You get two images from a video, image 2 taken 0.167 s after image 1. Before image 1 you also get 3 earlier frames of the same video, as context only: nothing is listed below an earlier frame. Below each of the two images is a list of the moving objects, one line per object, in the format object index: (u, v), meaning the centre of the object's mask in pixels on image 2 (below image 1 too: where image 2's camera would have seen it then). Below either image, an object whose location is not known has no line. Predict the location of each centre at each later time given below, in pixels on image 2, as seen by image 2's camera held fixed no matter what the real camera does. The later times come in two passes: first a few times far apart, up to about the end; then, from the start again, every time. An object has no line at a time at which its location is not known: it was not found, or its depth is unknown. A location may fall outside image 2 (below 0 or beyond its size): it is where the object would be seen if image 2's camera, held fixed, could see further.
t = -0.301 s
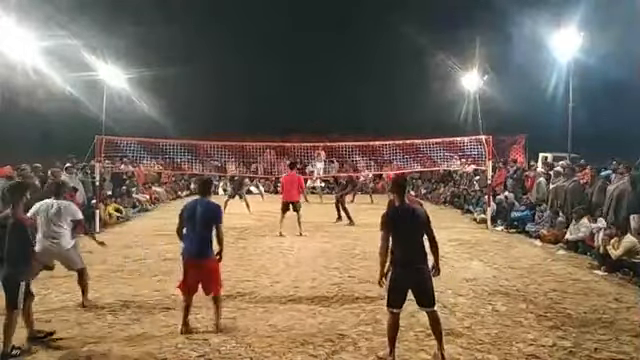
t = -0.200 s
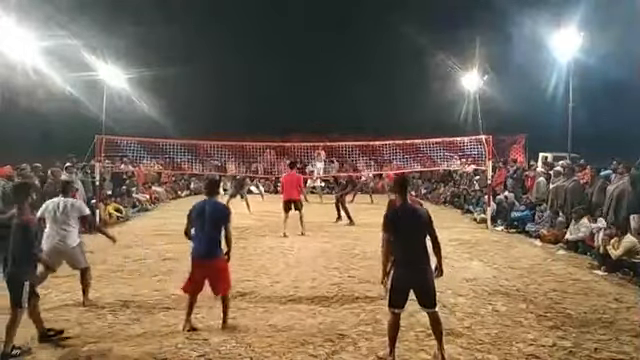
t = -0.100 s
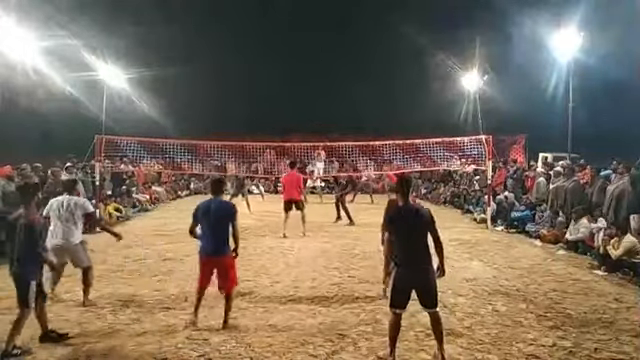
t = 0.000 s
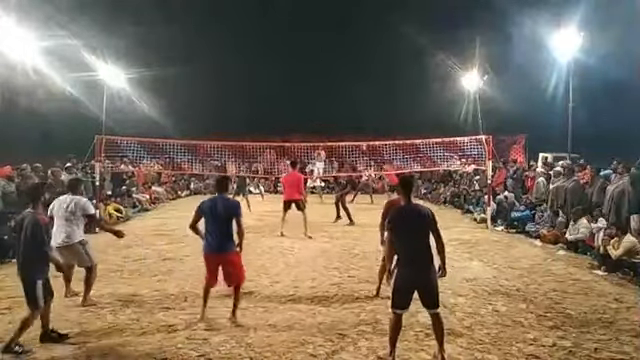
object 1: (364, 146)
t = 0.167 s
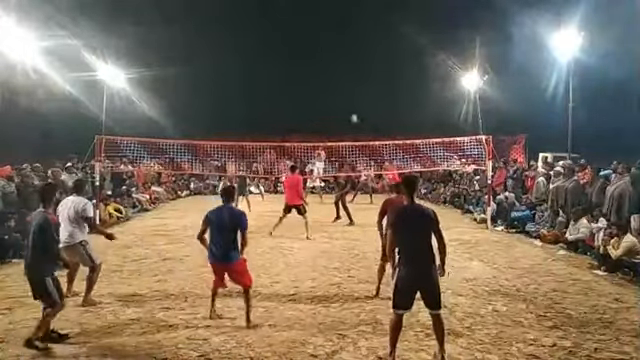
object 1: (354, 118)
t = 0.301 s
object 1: (345, 97)
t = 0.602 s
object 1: (326, 65)
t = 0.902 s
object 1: (301, 64)
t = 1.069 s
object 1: (285, 87)
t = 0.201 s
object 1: (352, 113)
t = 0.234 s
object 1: (350, 108)
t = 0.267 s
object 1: (348, 102)
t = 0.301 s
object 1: (345, 97)
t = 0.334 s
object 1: (344, 94)
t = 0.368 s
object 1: (341, 88)
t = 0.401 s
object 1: (339, 84)
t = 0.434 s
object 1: (337, 80)
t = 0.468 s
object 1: (335, 77)
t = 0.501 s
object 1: (333, 73)
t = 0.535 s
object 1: (331, 70)
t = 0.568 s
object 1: (328, 67)
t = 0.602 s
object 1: (326, 65)
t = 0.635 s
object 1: (324, 63)
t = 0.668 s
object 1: (321, 61)
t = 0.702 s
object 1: (319, 60)
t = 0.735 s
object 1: (316, 59)
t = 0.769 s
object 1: (313, 59)
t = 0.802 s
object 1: (310, 59)
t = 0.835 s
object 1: (307, 60)
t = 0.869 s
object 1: (305, 61)
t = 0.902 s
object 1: (301, 64)
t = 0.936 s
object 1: (298, 66)
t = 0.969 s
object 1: (295, 70)
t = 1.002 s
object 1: (292, 75)
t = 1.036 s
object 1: (288, 81)
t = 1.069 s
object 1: (285, 87)
